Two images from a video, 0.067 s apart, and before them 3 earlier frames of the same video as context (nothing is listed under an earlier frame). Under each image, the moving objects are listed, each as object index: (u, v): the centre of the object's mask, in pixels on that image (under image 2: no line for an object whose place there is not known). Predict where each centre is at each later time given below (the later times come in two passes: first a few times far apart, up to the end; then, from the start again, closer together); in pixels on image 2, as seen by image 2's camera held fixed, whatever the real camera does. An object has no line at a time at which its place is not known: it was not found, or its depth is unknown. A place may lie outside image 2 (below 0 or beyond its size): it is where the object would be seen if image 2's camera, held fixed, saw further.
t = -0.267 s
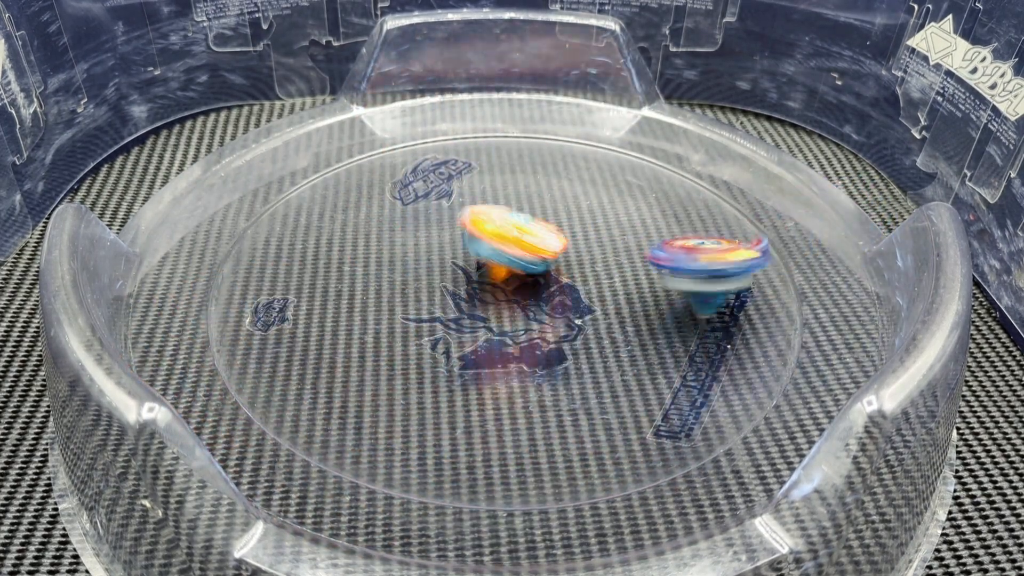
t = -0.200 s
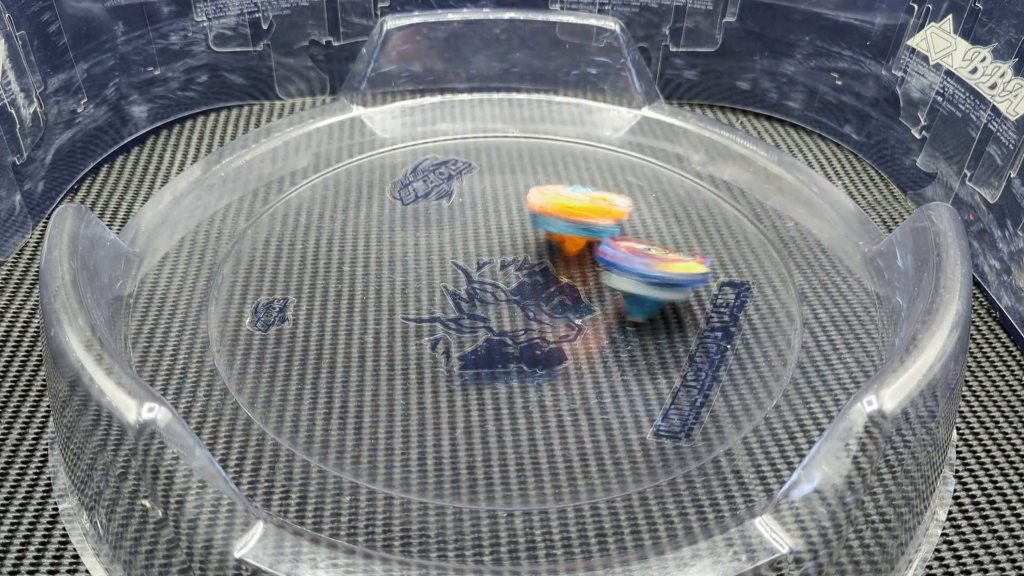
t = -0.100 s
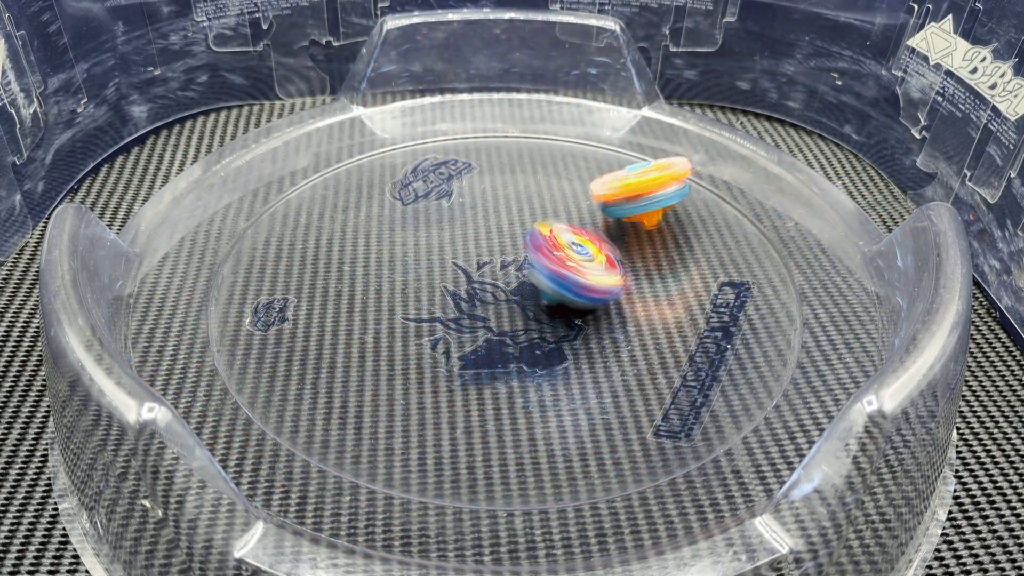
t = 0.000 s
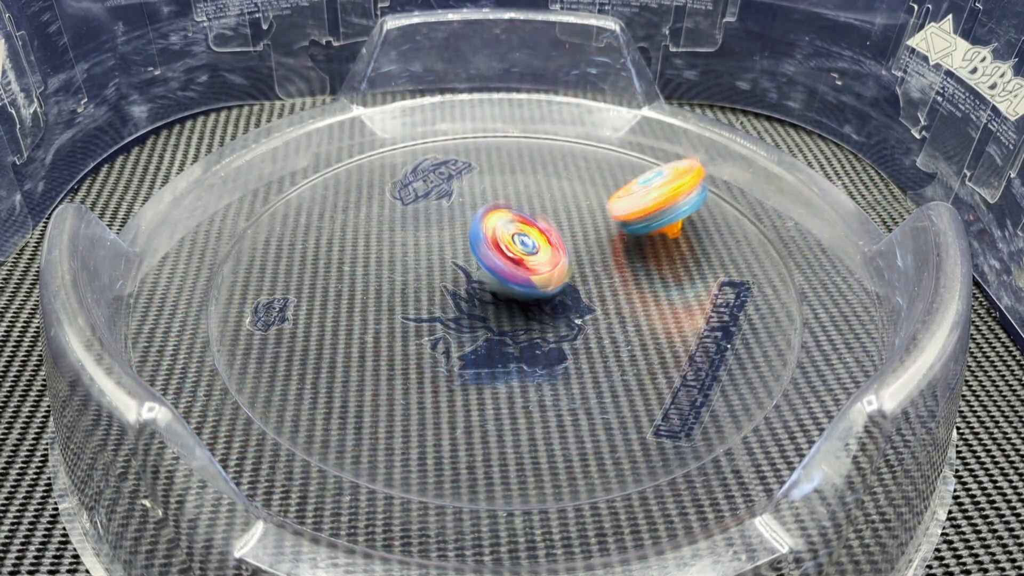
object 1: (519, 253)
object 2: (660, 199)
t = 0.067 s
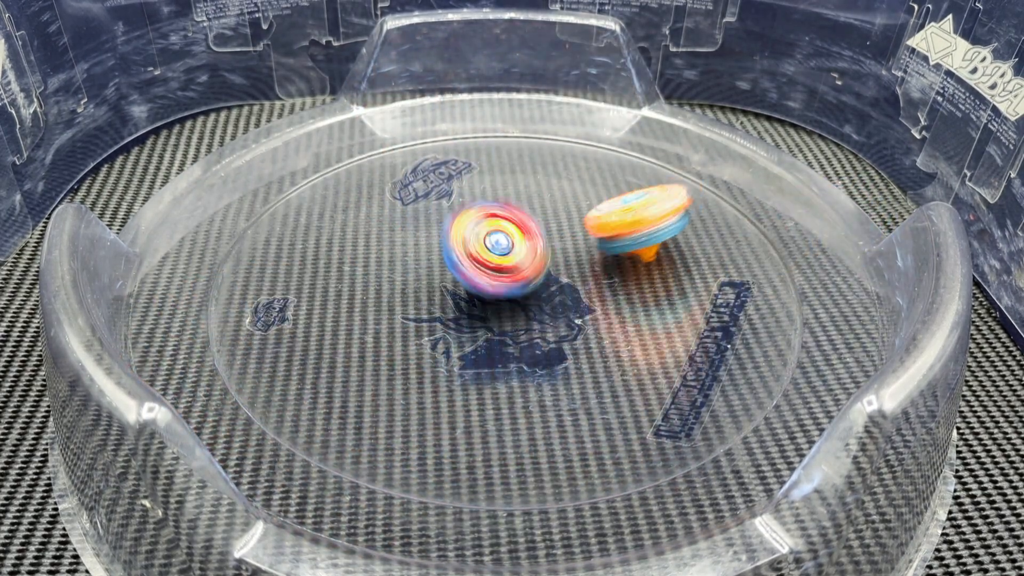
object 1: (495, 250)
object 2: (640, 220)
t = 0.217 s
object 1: (439, 247)
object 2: (566, 270)
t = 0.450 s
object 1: (411, 230)
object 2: (493, 321)
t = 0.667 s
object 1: (442, 236)
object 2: (497, 307)
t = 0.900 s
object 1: (534, 221)
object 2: (531, 312)
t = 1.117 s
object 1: (565, 218)
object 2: (540, 305)
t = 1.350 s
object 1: (554, 214)
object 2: (545, 291)
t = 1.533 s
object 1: (564, 212)
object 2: (536, 287)
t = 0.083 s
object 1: (493, 253)
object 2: (631, 227)
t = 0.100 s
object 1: (488, 256)
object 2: (622, 234)
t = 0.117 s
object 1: (482, 256)
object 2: (610, 239)
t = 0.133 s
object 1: (476, 253)
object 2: (598, 245)
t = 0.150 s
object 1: (475, 251)
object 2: (586, 252)
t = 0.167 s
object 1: (466, 251)
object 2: (580, 256)
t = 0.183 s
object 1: (454, 250)
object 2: (576, 261)
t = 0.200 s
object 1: (445, 248)
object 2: (571, 266)
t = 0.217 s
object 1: (439, 247)
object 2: (566, 270)
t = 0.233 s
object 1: (434, 245)
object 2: (559, 274)
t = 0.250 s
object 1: (431, 243)
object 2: (552, 278)
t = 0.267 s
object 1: (426, 245)
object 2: (544, 281)
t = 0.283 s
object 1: (422, 248)
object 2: (536, 284)
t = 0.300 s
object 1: (421, 249)
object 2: (527, 285)
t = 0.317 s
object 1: (423, 249)
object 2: (518, 288)
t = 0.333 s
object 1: (423, 249)
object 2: (510, 292)
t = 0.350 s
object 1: (421, 249)
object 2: (506, 296)
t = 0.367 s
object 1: (415, 249)
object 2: (503, 301)
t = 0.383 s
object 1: (414, 245)
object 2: (502, 308)
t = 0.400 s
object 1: (413, 235)
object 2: (500, 312)
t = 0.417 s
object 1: (414, 229)
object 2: (498, 315)
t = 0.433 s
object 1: (411, 229)
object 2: (495, 319)
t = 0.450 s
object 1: (411, 230)
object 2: (493, 321)
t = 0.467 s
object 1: (413, 230)
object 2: (491, 323)
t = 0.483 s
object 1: (417, 225)
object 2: (489, 323)
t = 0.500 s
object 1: (419, 223)
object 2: (488, 323)
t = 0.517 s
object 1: (423, 225)
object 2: (487, 322)
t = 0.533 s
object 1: (430, 228)
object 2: (487, 322)
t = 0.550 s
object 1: (434, 226)
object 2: (487, 321)
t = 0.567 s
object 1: (436, 227)
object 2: (488, 319)
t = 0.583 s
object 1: (436, 227)
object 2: (489, 318)
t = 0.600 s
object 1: (439, 231)
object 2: (491, 317)
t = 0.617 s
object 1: (440, 231)
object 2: (492, 314)
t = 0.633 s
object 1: (440, 232)
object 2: (493, 311)
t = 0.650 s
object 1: (441, 233)
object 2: (494, 309)
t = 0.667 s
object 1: (442, 236)
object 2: (497, 307)
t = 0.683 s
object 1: (441, 240)
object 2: (499, 303)
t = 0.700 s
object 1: (441, 239)
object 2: (501, 300)
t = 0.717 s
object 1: (448, 235)
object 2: (504, 303)
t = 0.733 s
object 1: (456, 232)
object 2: (506, 304)
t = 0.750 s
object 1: (464, 227)
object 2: (509, 309)
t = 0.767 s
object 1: (472, 224)
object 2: (510, 309)
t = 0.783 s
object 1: (479, 225)
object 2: (513, 311)
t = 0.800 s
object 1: (488, 223)
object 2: (517, 311)
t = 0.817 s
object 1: (497, 223)
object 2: (520, 312)
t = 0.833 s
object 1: (507, 224)
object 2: (522, 312)
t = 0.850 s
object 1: (514, 224)
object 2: (526, 312)
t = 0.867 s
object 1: (522, 222)
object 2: (528, 312)
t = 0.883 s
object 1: (528, 221)
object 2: (530, 312)
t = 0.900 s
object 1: (534, 221)
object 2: (531, 312)
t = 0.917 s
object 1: (538, 221)
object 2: (531, 312)
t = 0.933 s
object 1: (541, 220)
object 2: (533, 312)
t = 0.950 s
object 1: (543, 220)
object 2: (534, 311)
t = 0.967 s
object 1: (546, 220)
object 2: (535, 311)
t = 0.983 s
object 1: (549, 220)
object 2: (535, 310)
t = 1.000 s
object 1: (552, 219)
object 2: (536, 310)
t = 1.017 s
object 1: (555, 219)
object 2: (536, 309)
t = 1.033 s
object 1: (558, 219)
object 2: (536, 310)
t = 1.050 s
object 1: (561, 219)
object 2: (535, 309)
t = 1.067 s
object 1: (564, 218)
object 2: (537, 308)
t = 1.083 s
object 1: (565, 217)
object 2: (538, 306)
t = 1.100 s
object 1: (565, 217)
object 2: (539, 306)
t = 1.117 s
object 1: (565, 218)
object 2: (540, 305)
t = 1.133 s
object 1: (564, 218)
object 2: (541, 303)
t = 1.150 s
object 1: (563, 219)
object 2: (542, 303)
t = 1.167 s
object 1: (561, 220)
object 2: (543, 302)
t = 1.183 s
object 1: (558, 221)
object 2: (545, 302)
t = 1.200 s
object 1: (556, 220)
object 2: (545, 301)
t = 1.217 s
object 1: (555, 219)
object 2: (546, 300)
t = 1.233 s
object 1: (553, 219)
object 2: (546, 300)
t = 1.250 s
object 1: (552, 218)
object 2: (546, 299)
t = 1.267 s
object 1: (551, 217)
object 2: (547, 298)
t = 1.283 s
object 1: (551, 216)
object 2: (545, 296)
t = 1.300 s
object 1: (551, 216)
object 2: (545, 295)
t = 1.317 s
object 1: (552, 216)
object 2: (545, 294)
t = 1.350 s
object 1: (554, 214)
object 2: (545, 291)
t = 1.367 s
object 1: (556, 214)
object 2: (544, 289)
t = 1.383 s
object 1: (557, 213)
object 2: (544, 288)
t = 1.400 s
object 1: (560, 213)
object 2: (545, 287)
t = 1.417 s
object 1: (562, 212)
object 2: (544, 288)
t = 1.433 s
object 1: (564, 212)
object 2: (543, 289)
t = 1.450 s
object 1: (566, 211)
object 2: (541, 289)
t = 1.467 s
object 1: (566, 211)
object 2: (540, 289)
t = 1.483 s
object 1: (566, 211)
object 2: (538, 288)
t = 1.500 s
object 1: (566, 212)
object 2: (537, 287)
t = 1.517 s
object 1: (565, 212)
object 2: (536, 287)
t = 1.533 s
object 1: (564, 212)
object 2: (536, 287)
